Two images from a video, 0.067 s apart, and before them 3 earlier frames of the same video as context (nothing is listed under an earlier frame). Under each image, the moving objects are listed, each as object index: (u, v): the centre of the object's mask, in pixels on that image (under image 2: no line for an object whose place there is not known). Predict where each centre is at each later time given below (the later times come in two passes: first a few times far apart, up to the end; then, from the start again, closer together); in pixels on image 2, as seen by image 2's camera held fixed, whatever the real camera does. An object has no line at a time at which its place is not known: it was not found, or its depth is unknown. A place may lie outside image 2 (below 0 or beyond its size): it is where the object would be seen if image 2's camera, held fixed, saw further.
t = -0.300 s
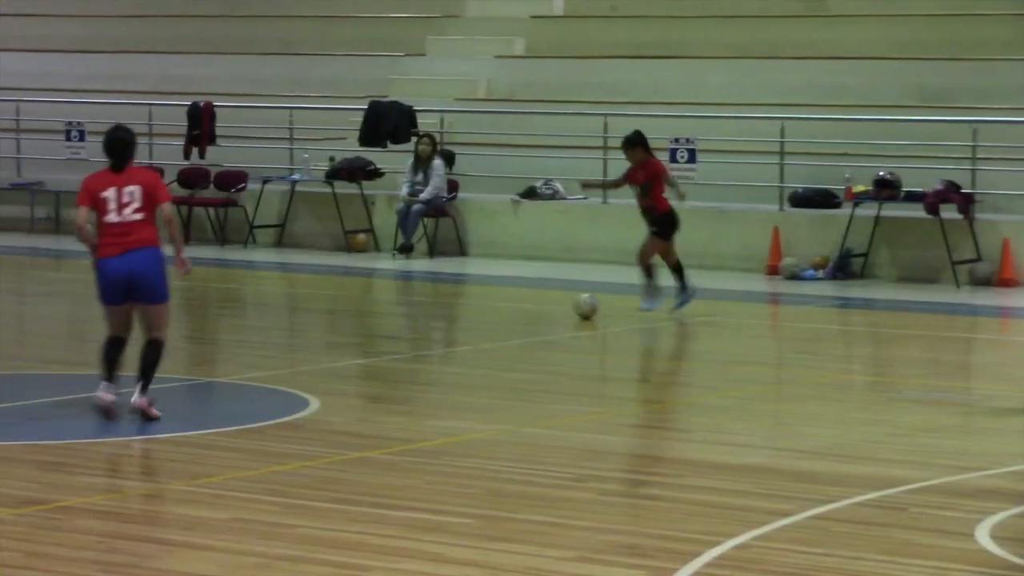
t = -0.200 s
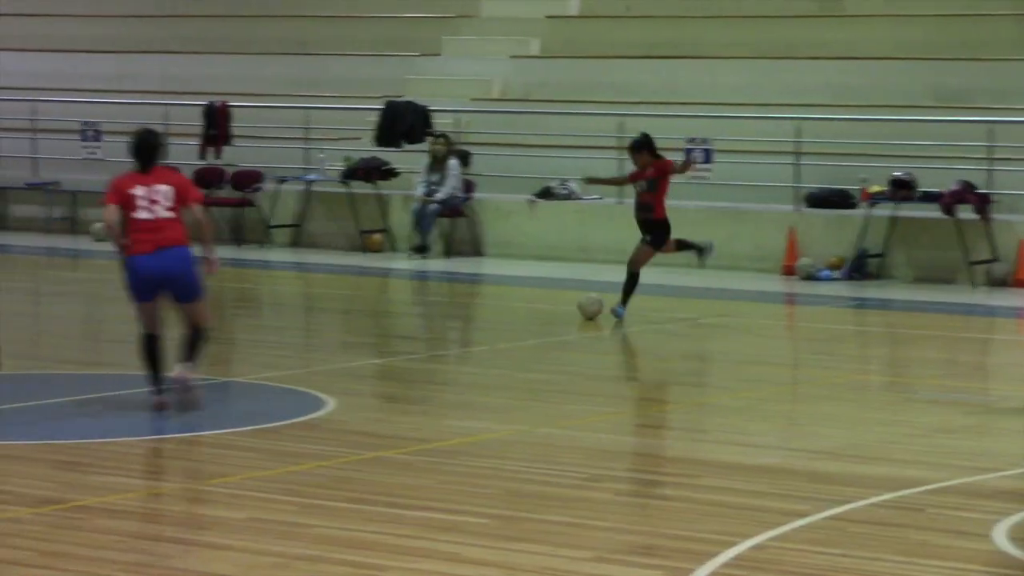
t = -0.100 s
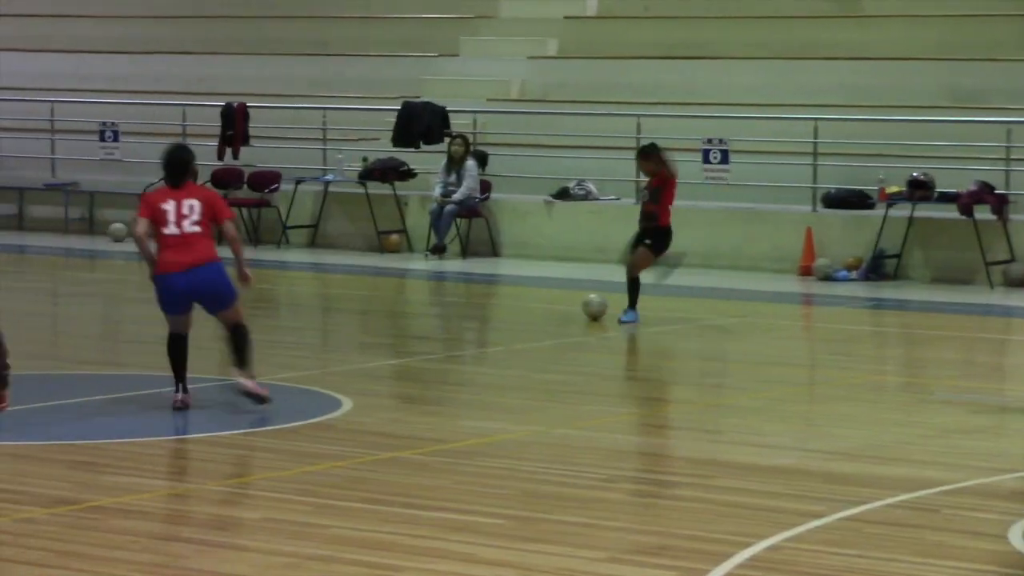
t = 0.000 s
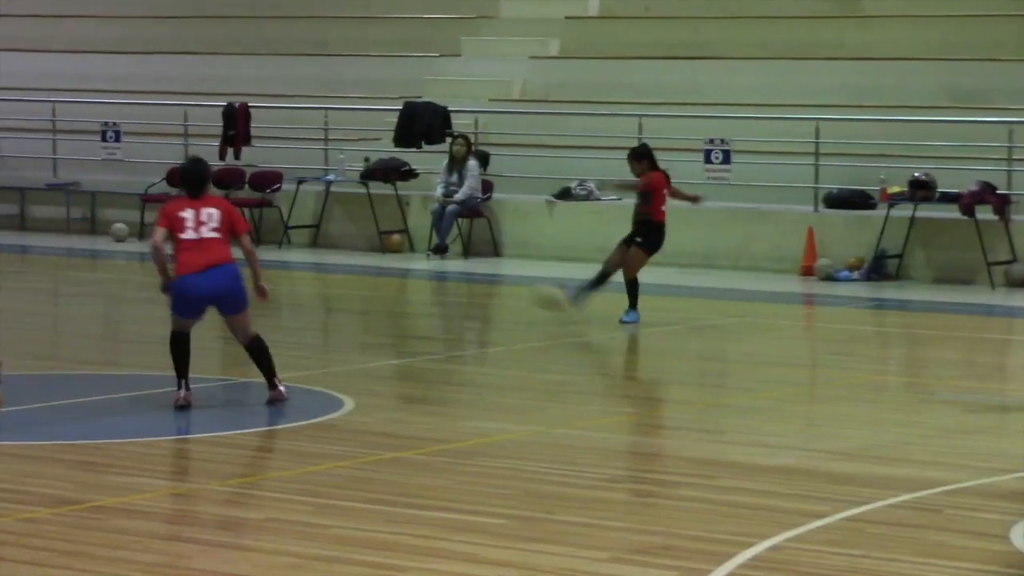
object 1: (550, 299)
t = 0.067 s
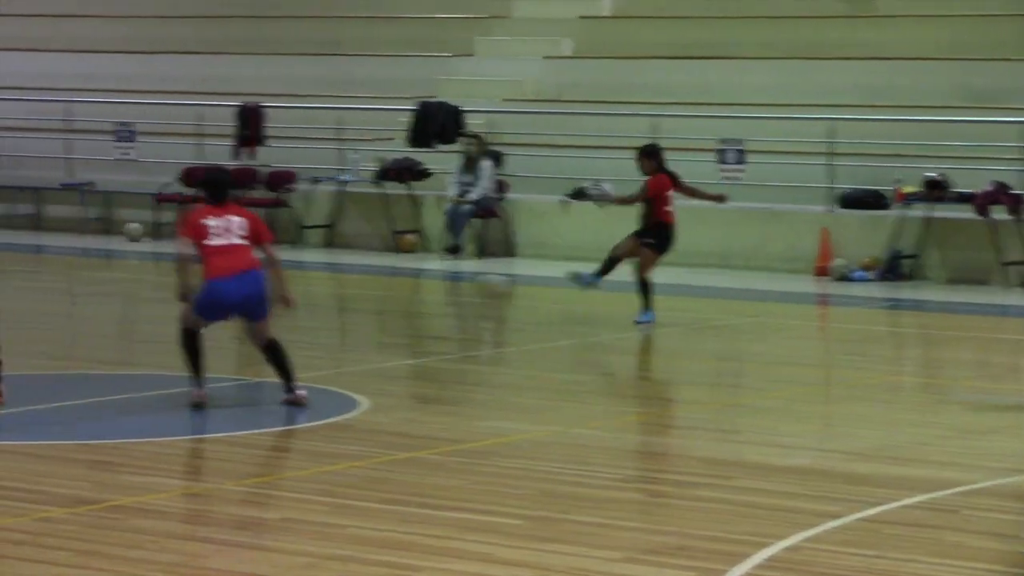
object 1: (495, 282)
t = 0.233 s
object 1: (307, 281)
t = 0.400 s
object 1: (72, 318)
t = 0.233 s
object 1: (307, 281)
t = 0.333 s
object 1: (168, 297)
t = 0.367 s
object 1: (117, 308)
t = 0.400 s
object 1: (72, 318)
